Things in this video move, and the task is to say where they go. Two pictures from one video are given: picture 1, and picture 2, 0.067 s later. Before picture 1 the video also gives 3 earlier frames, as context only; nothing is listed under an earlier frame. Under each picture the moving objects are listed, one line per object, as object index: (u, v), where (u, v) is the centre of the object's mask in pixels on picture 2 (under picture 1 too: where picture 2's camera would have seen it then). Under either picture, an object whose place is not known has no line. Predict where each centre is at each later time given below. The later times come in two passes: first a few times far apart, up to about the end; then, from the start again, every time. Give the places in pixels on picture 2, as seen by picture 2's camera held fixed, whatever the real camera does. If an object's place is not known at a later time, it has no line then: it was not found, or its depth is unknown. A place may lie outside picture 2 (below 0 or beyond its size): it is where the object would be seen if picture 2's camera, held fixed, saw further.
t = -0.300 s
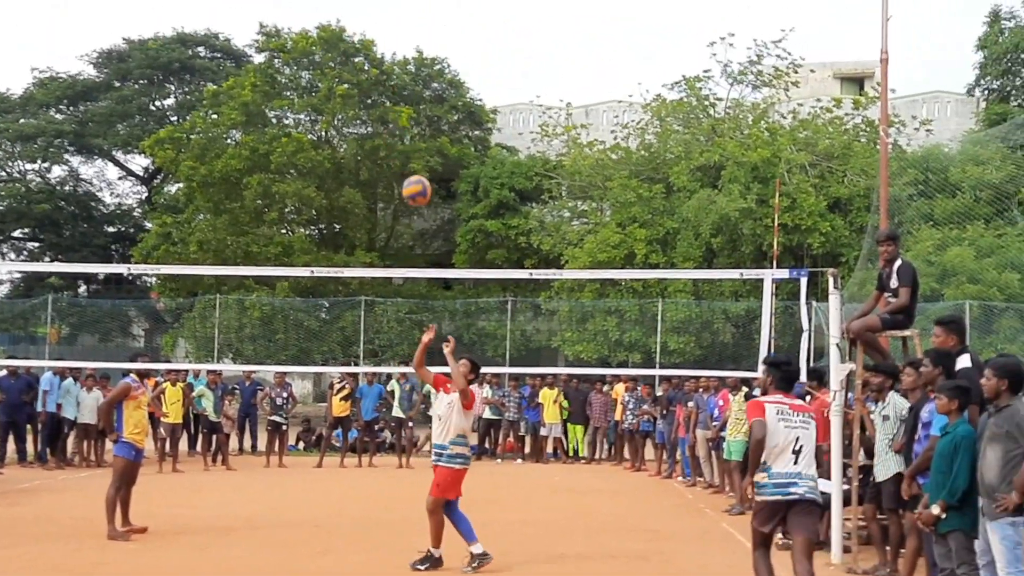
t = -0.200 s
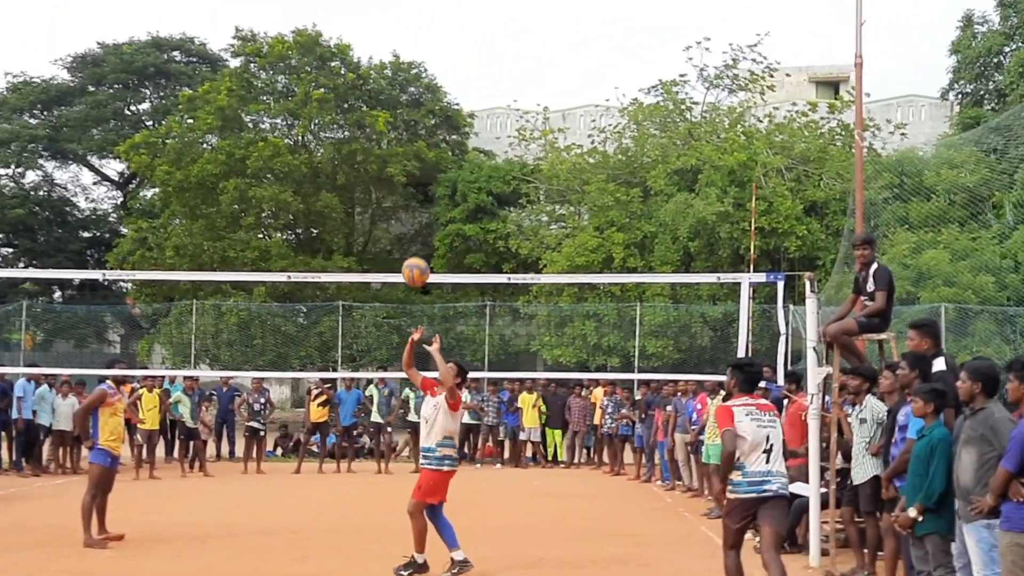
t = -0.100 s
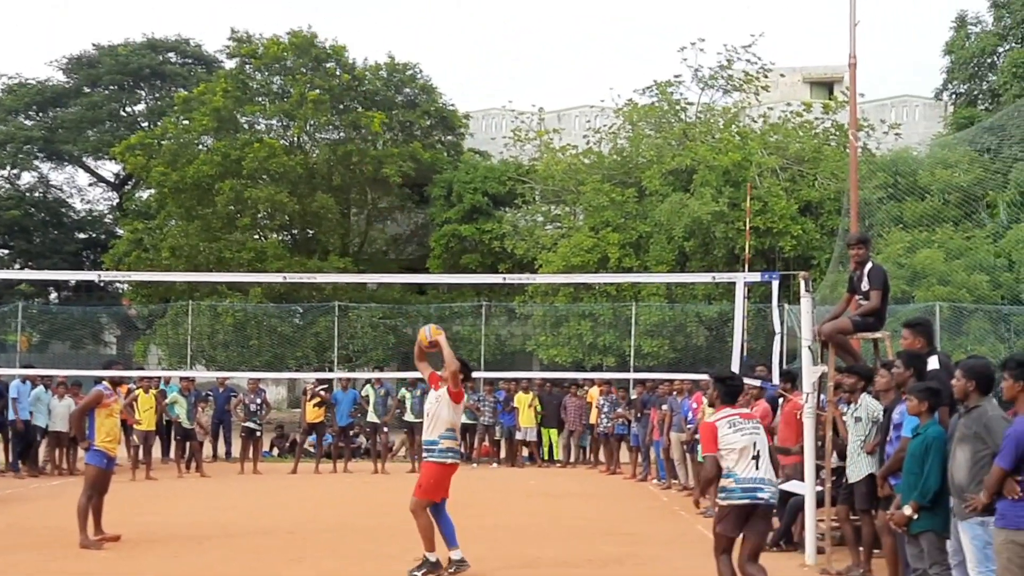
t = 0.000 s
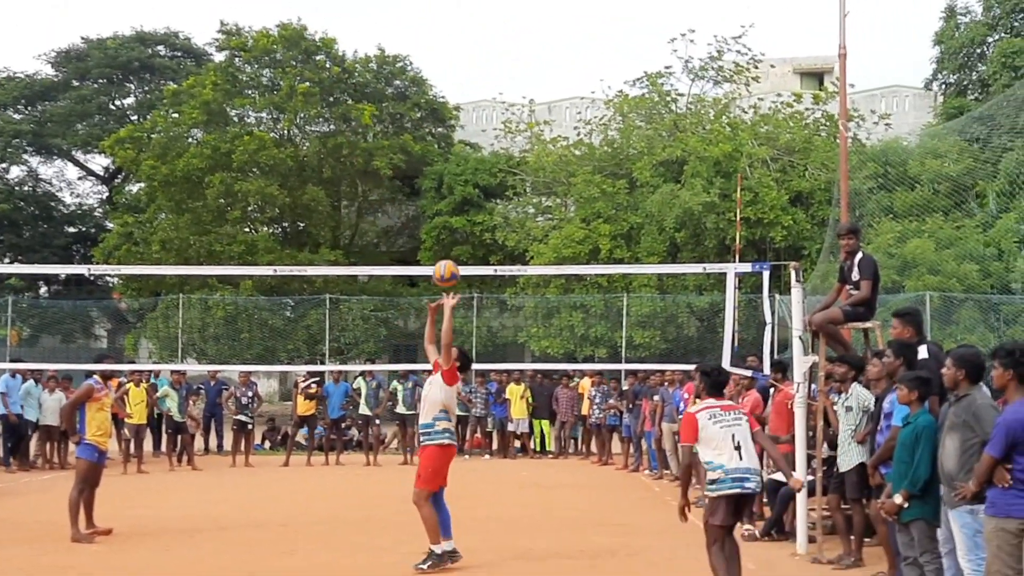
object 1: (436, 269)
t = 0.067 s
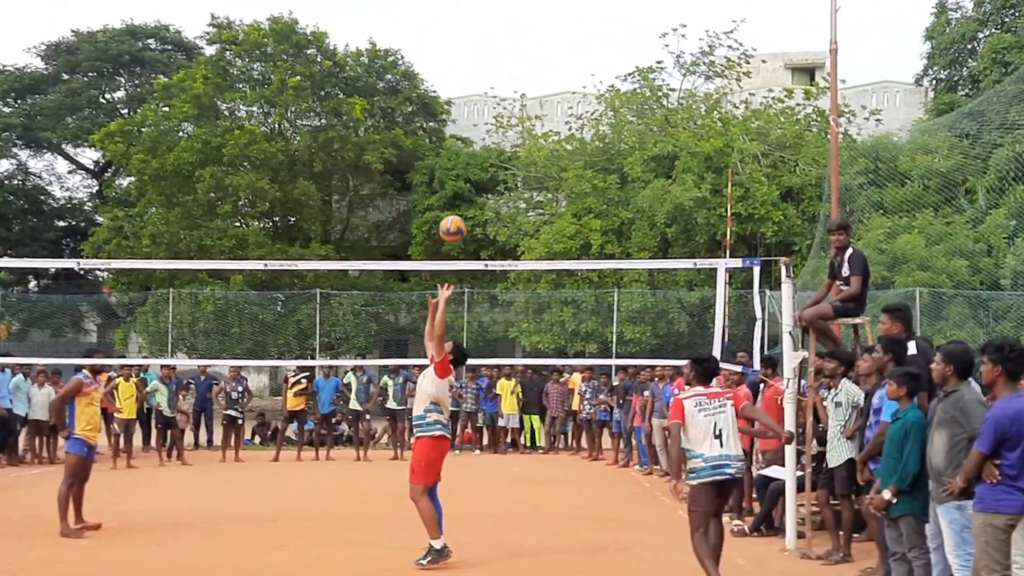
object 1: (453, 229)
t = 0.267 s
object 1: (500, 148)
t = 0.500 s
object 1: (551, 116)
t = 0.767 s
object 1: (608, 158)
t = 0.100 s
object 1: (460, 211)
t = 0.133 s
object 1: (468, 195)
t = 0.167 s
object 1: (476, 181)
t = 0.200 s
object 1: (484, 168)
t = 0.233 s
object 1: (492, 157)
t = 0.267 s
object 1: (500, 148)
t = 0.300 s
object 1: (507, 139)
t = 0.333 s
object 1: (515, 131)
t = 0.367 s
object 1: (522, 125)
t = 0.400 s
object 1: (529, 121)
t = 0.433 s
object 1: (537, 118)
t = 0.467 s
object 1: (544, 116)
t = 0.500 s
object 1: (551, 116)
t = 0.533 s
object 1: (558, 116)
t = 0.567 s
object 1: (566, 118)
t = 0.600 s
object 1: (573, 121)
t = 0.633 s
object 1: (580, 126)
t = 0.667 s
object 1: (587, 132)
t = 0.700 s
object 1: (593, 139)
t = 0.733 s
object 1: (601, 148)
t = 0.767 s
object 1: (608, 158)
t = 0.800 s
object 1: (615, 169)
